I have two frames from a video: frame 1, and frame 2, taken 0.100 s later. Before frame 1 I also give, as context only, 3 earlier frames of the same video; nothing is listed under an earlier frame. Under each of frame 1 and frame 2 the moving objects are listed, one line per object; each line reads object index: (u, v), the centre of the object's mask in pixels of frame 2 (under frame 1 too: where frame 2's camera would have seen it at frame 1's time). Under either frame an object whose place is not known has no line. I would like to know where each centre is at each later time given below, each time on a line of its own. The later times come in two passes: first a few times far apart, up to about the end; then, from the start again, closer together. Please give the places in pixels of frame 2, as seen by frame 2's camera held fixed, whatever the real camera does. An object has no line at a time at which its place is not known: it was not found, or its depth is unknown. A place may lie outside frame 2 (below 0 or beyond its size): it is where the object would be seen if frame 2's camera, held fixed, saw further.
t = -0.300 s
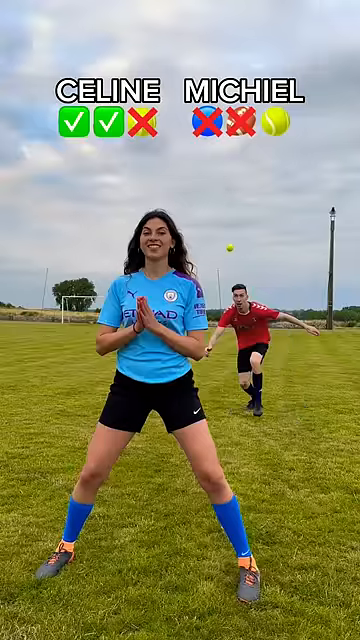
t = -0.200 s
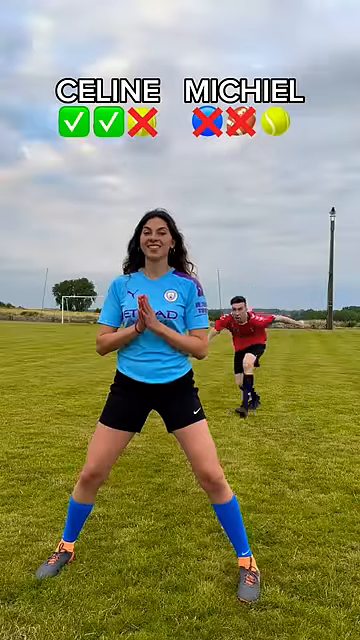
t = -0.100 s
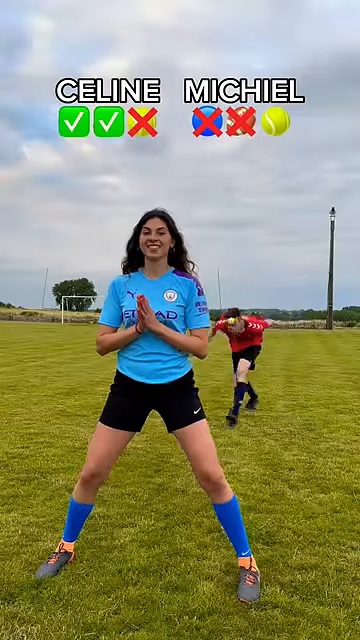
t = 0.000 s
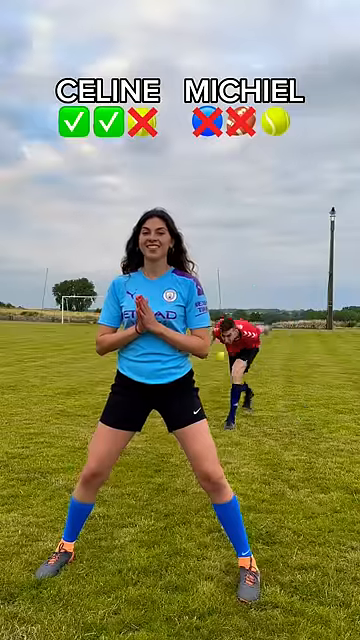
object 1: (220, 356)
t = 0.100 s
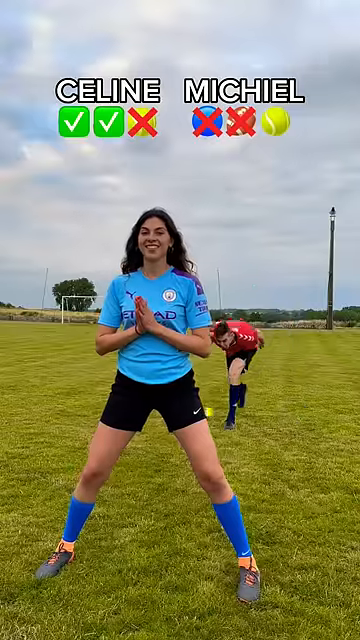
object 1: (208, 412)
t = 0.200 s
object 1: (193, 491)
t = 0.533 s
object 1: (148, 425)
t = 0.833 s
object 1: (69, 609)
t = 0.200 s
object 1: (193, 491)
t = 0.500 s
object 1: (155, 422)
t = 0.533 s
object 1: (148, 425)
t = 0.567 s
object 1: (142, 428)
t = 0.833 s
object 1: (69, 609)
